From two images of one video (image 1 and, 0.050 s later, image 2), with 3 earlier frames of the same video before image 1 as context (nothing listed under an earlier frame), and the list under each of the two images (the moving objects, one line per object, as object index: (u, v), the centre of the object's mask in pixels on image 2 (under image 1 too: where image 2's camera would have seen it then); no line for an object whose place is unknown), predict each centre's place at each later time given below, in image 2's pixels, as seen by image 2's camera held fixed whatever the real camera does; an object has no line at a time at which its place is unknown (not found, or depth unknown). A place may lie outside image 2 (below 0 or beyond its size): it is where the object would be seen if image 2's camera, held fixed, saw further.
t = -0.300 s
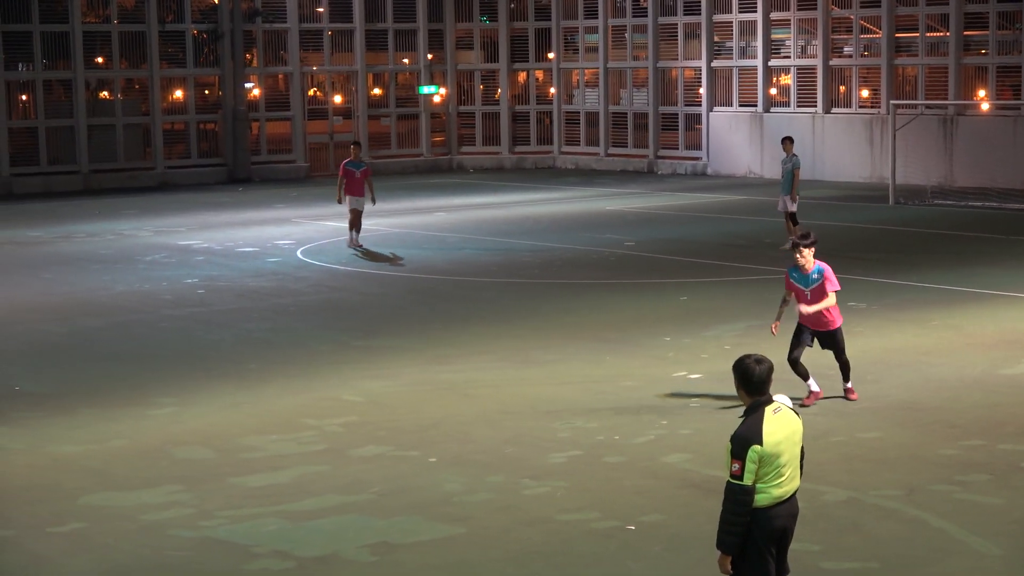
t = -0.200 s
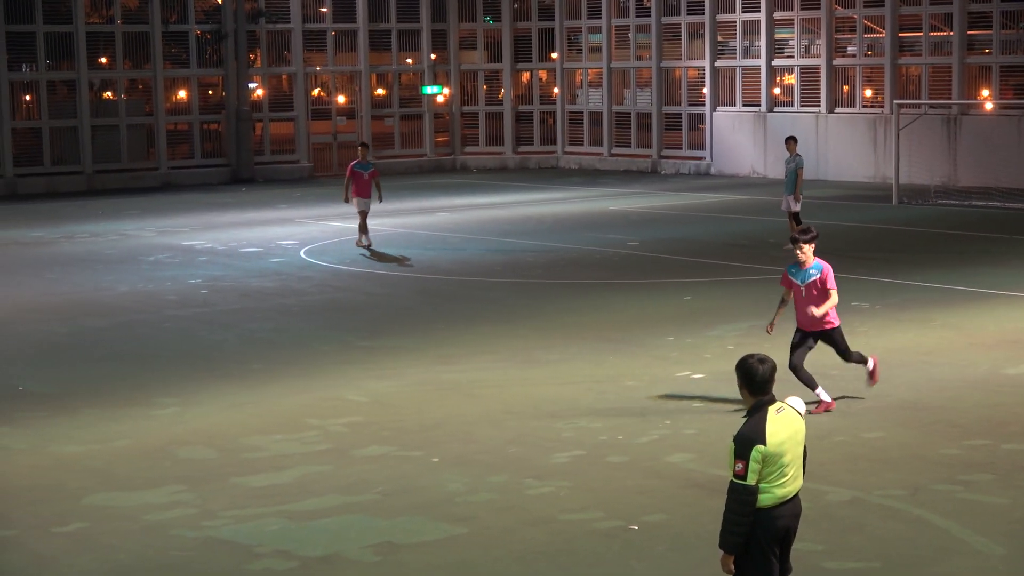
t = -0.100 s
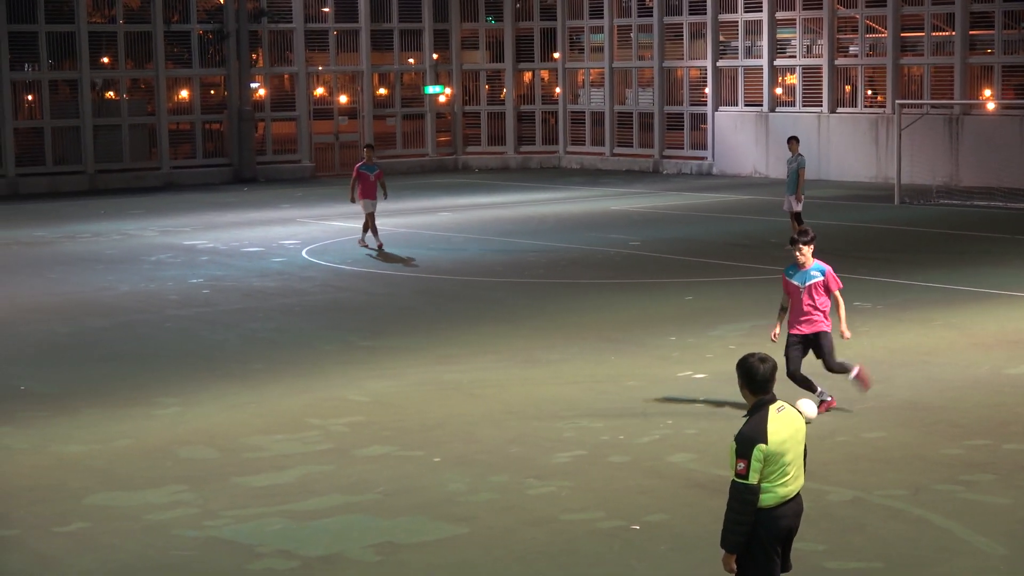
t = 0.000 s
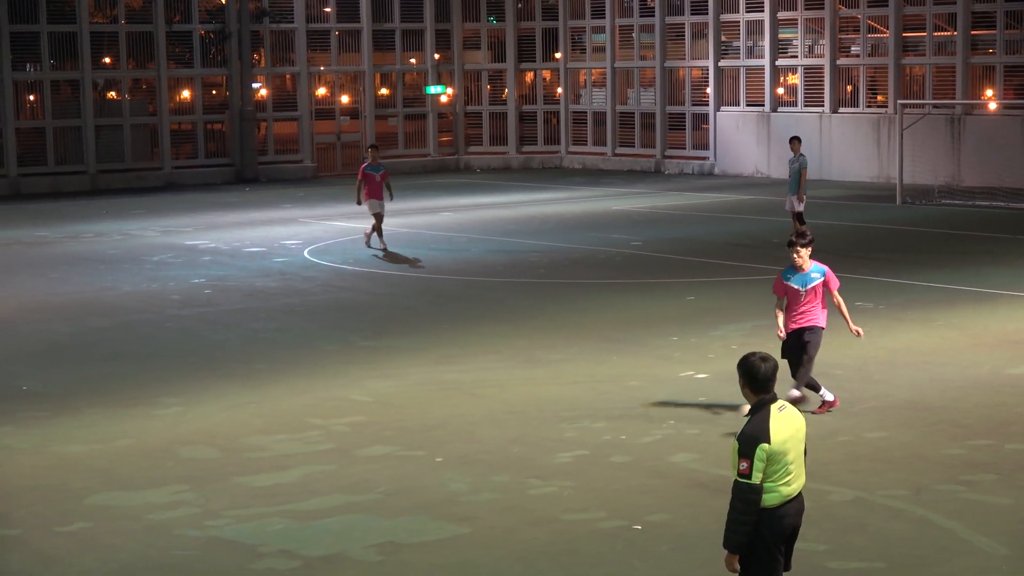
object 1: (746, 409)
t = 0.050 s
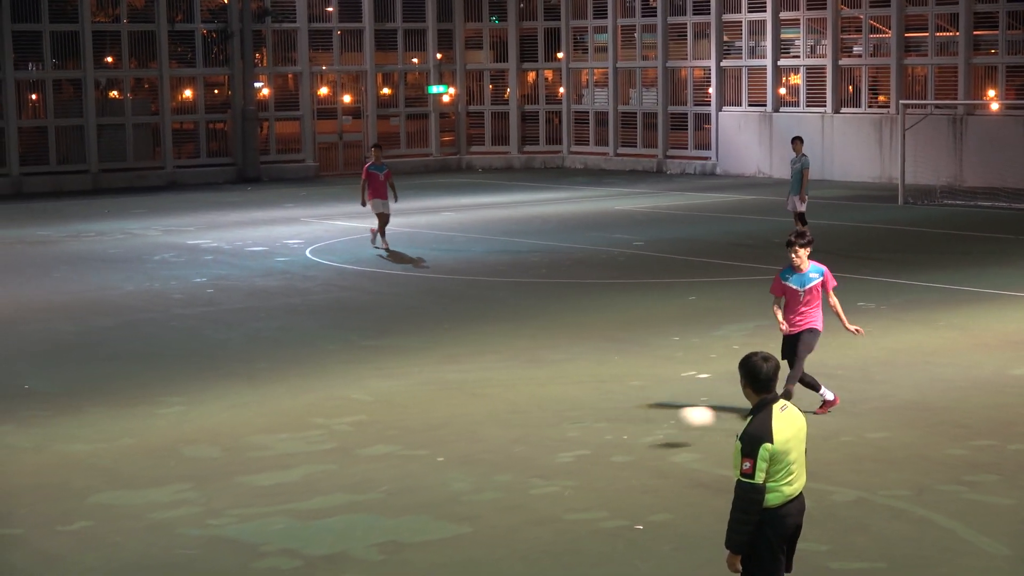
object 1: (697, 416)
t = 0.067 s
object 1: (676, 418)
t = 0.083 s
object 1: (653, 421)
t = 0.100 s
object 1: (632, 423)
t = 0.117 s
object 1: (609, 428)
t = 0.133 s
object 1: (587, 431)
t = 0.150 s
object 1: (563, 435)
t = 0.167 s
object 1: (540, 440)
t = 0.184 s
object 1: (517, 445)
